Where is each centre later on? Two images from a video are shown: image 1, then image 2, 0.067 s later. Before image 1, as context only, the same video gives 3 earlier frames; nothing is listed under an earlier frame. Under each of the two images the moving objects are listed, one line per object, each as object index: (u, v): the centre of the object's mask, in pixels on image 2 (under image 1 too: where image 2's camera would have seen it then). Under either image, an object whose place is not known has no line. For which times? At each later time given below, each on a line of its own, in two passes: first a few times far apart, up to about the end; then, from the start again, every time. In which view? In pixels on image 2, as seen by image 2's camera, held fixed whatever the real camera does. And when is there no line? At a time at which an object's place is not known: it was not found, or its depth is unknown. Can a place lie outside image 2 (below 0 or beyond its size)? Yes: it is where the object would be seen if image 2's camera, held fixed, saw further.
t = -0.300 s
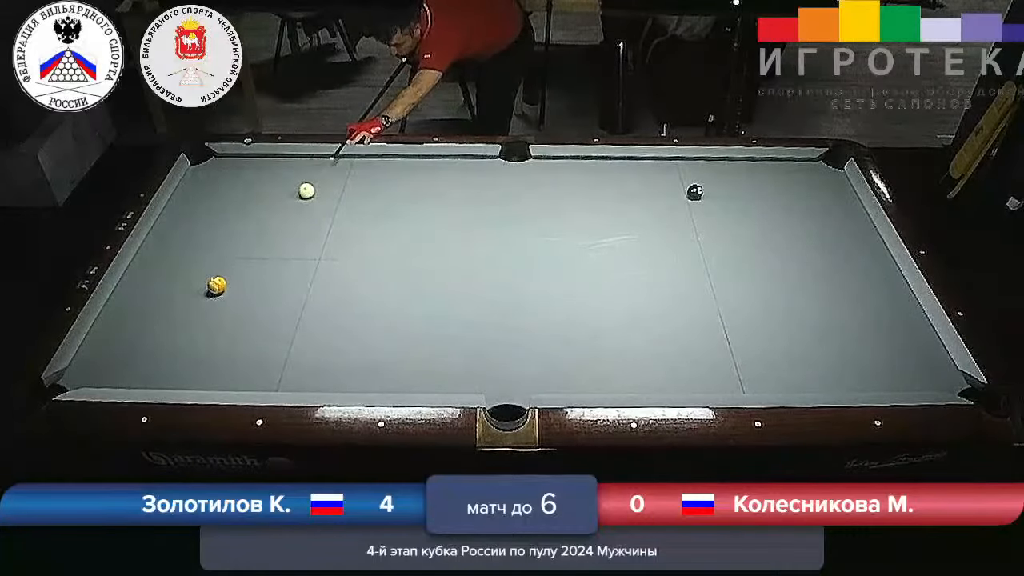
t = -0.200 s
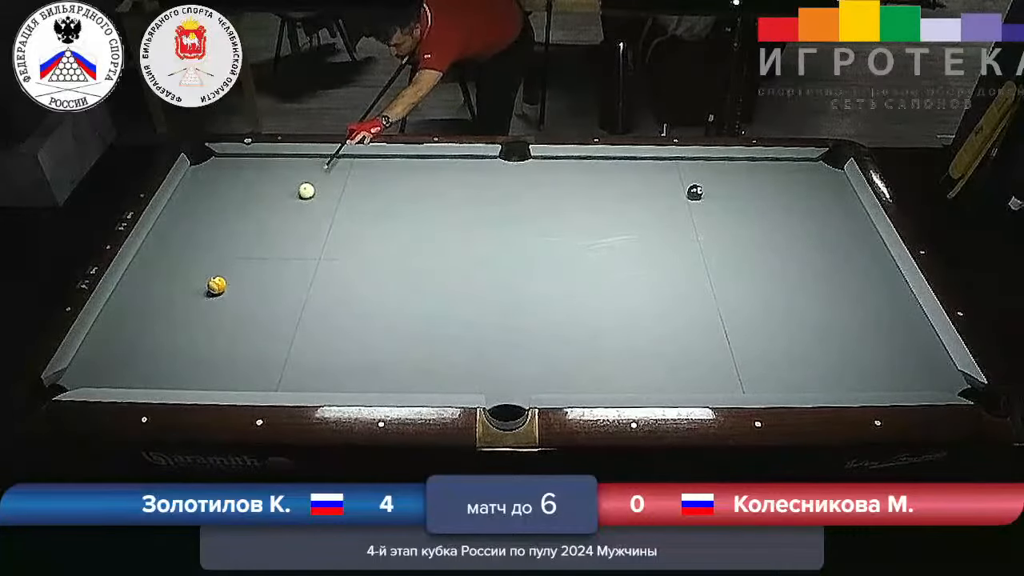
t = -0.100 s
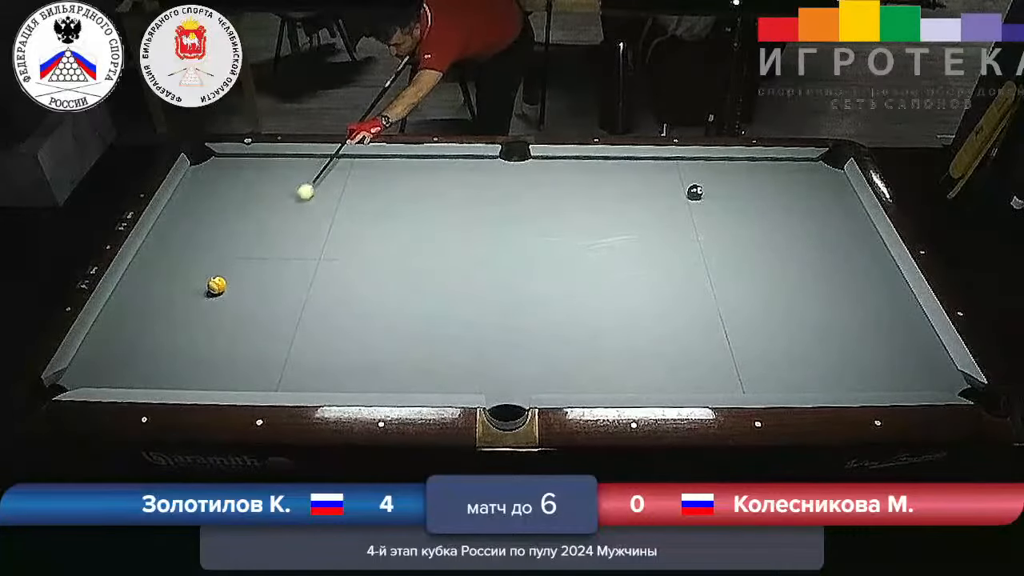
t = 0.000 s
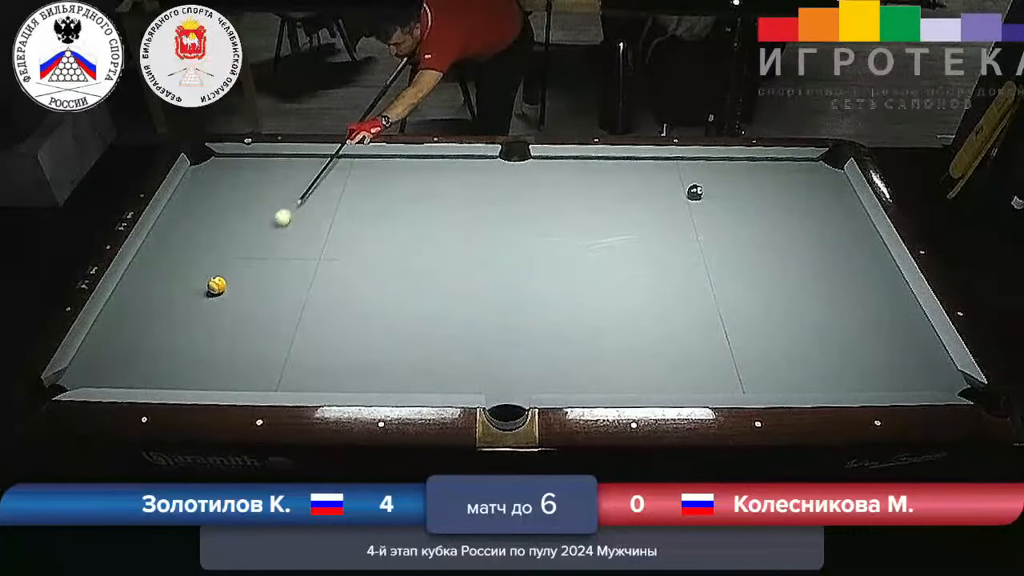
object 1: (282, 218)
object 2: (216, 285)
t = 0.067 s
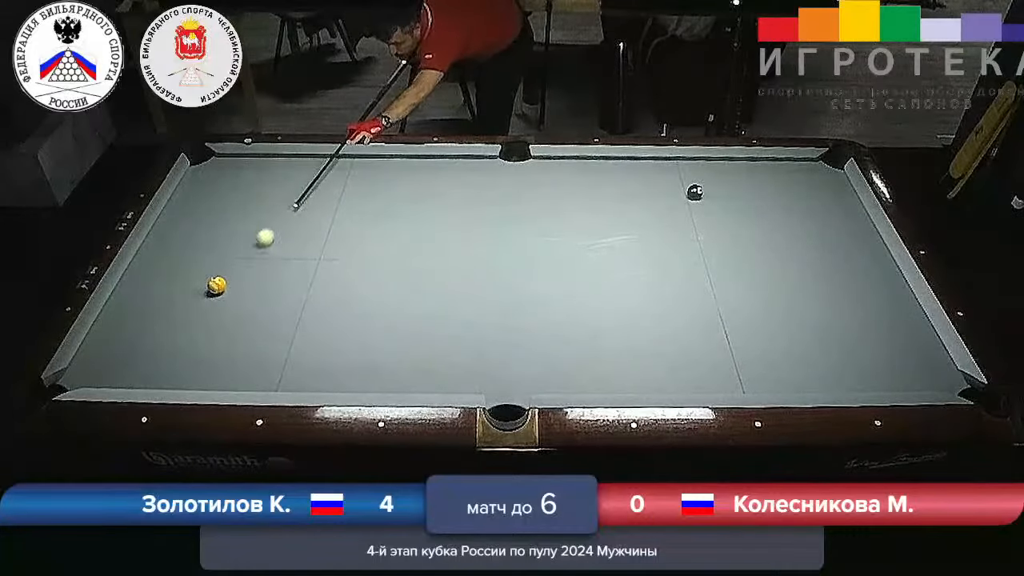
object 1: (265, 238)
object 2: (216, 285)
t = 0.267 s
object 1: (235, 282)
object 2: (199, 296)
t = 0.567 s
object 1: (246, 320)
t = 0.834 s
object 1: (251, 358)
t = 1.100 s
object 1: (265, 381)
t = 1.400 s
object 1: (303, 361)
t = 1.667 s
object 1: (335, 342)
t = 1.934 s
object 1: (362, 327)
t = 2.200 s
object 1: (387, 314)
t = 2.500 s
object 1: (411, 299)
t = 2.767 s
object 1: (432, 287)
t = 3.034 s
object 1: (450, 278)
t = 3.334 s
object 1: (467, 267)
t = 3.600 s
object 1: (481, 259)
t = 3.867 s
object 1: (494, 252)
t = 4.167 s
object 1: (506, 245)
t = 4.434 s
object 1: (514, 239)
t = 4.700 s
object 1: (521, 234)
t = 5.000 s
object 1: (529, 229)
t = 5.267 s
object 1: (534, 226)
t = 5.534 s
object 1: (537, 223)
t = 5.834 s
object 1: (540, 220)
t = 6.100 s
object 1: (540, 218)
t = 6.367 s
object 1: (540, 218)
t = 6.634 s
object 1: (540, 217)
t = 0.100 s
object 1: (260, 243)
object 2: (216, 285)
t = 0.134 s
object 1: (251, 253)
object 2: (216, 285)
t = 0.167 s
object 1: (242, 264)
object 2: (216, 285)
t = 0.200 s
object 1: (237, 270)
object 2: (216, 285)
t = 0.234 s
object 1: (232, 278)
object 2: (213, 288)
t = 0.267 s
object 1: (235, 282)
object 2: (199, 296)
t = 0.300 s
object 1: (237, 284)
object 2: (193, 300)
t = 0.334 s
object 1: (239, 288)
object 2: (181, 307)
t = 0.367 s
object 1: (241, 293)
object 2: (169, 314)
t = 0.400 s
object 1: (242, 295)
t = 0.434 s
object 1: (243, 301)
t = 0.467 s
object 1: (243, 306)
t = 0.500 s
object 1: (244, 309)
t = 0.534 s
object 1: (245, 314)
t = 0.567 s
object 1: (246, 320)
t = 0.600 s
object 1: (246, 323)
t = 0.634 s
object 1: (247, 328)
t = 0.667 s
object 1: (248, 334)
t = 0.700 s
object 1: (248, 337)
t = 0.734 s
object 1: (249, 343)
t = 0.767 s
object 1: (250, 349)
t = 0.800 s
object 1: (250, 352)
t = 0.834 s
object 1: (251, 358)
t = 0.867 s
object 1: (252, 363)
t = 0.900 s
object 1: (253, 366)
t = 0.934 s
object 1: (254, 373)
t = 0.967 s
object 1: (255, 379)
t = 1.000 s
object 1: (256, 381)
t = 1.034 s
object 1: (257, 384)
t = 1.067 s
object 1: (263, 382)
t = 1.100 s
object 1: (265, 381)
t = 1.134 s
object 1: (270, 379)
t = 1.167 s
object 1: (275, 377)
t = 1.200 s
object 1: (278, 376)
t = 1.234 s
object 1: (283, 373)
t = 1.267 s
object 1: (288, 369)
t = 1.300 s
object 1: (291, 368)
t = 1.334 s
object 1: (296, 365)
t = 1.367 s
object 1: (300, 362)
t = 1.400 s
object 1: (303, 361)
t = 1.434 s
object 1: (308, 358)
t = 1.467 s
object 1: (313, 355)
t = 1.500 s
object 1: (315, 354)
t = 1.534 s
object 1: (319, 351)
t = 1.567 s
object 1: (324, 349)
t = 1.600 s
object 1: (326, 348)
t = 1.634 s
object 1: (331, 345)
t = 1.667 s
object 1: (335, 342)
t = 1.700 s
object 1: (337, 341)
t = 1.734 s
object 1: (342, 339)
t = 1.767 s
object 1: (346, 336)
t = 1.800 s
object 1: (348, 335)
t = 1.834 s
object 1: (352, 333)
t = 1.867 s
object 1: (356, 330)
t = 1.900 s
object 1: (358, 329)
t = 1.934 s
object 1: (362, 327)
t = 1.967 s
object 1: (366, 325)
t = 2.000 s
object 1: (368, 324)
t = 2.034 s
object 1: (372, 321)
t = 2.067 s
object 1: (375, 319)
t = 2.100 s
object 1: (377, 319)
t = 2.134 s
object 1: (381, 317)
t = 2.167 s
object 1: (385, 315)
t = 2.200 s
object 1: (387, 314)
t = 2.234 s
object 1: (390, 311)
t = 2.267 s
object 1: (393, 309)
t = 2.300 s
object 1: (395, 309)
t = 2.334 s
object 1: (398, 307)
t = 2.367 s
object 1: (402, 305)
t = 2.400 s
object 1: (403, 304)
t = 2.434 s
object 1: (406, 302)
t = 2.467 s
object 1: (410, 300)
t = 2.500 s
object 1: (411, 299)
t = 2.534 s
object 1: (415, 298)
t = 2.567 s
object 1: (418, 296)
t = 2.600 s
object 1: (419, 295)
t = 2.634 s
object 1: (422, 293)
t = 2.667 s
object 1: (425, 291)
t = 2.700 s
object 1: (426, 291)
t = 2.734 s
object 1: (430, 289)
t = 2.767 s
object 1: (432, 287)
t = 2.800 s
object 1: (433, 287)
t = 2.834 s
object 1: (436, 285)
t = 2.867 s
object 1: (439, 283)
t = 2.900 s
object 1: (441, 283)
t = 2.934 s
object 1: (443, 281)
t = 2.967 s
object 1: (446, 280)
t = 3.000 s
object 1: (447, 279)
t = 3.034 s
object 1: (450, 278)
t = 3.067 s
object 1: (452, 276)
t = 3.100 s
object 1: (453, 275)
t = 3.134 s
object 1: (455, 274)
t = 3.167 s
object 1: (458, 273)
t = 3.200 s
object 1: (459, 272)
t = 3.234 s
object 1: (462, 271)
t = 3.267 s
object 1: (464, 269)
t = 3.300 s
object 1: (465, 269)
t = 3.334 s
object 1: (467, 267)
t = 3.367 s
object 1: (470, 266)
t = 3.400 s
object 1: (471, 265)
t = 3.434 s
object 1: (473, 264)
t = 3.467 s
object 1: (475, 263)
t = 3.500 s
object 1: (476, 262)
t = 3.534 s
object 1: (478, 261)
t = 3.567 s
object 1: (480, 260)
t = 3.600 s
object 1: (481, 259)
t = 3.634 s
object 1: (483, 258)
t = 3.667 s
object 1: (485, 257)
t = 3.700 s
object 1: (486, 257)
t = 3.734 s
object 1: (488, 256)
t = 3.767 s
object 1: (489, 255)
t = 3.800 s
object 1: (490, 254)
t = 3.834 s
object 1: (492, 253)
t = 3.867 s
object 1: (494, 252)
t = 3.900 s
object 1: (495, 251)
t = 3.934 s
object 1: (496, 250)
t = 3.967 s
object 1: (498, 249)
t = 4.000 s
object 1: (499, 249)
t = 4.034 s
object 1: (500, 248)
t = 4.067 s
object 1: (501, 247)
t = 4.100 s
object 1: (502, 247)
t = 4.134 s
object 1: (504, 246)
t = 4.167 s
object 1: (506, 245)
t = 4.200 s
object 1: (506, 244)
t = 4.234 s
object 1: (508, 243)
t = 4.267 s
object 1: (509, 242)
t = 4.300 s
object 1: (510, 242)
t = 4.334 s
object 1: (511, 241)
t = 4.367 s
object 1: (512, 240)
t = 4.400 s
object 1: (513, 240)
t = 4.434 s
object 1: (514, 239)
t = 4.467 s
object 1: (515, 238)
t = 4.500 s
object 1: (516, 238)
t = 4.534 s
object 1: (517, 237)
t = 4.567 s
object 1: (518, 236)
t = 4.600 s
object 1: (519, 236)
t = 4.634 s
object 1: (520, 235)
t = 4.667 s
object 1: (521, 235)
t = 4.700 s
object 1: (521, 234)
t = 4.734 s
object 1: (522, 234)
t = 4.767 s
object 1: (524, 233)
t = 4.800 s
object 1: (524, 233)
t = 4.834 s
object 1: (525, 232)
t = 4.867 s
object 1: (526, 231)
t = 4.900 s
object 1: (527, 231)
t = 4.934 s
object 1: (527, 230)
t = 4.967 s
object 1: (528, 230)
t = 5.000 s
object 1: (529, 229)
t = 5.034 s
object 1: (529, 229)
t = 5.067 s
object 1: (530, 228)
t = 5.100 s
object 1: (531, 228)
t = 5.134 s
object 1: (531, 228)
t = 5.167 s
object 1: (532, 227)
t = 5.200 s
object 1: (532, 227)
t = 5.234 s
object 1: (533, 226)
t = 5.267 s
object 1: (534, 226)
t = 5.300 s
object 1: (534, 225)
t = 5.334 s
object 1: (534, 225)
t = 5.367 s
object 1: (535, 224)
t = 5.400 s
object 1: (535, 224)
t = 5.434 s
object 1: (536, 224)
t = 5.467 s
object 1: (536, 224)
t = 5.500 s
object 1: (537, 223)
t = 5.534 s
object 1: (537, 223)
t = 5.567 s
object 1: (537, 222)
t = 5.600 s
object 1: (538, 222)
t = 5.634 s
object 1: (538, 222)
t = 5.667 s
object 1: (538, 221)
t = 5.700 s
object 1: (539, 221)
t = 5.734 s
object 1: (539, 221)
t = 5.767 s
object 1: (539, 221)
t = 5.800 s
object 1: (539, 220)
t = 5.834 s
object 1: (540, 220)
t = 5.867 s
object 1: (540, 220)
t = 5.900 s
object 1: (540, 220)
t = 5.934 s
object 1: (540, 219)
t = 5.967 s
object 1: (540, 219)
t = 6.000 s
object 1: (540, 219)
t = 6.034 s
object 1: (540, 219)
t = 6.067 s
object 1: (540, 218)
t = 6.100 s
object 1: (540, 218)
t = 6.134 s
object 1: (540, 218)
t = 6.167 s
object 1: (540, 218)
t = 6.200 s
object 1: (540, 218)
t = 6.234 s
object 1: (540, 218)
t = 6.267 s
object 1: (540, 218)
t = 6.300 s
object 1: (540, 218)
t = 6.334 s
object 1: (540, 218)
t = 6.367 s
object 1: (540, 218)
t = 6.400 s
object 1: (540, 218)
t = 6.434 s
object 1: (540, 217)
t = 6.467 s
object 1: (540, 217)
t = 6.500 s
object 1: (540, 217)
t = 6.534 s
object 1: (540, 217)
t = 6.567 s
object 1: (540, 217)
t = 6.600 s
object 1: (540, 217)
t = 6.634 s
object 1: (540, 217)
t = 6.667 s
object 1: (540, 217)
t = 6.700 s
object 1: (540, 217)
